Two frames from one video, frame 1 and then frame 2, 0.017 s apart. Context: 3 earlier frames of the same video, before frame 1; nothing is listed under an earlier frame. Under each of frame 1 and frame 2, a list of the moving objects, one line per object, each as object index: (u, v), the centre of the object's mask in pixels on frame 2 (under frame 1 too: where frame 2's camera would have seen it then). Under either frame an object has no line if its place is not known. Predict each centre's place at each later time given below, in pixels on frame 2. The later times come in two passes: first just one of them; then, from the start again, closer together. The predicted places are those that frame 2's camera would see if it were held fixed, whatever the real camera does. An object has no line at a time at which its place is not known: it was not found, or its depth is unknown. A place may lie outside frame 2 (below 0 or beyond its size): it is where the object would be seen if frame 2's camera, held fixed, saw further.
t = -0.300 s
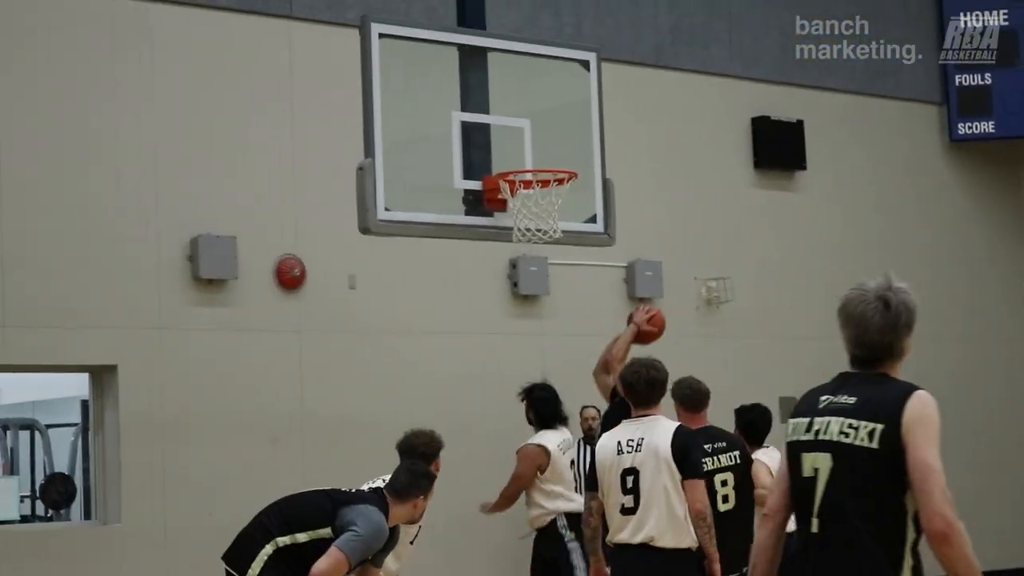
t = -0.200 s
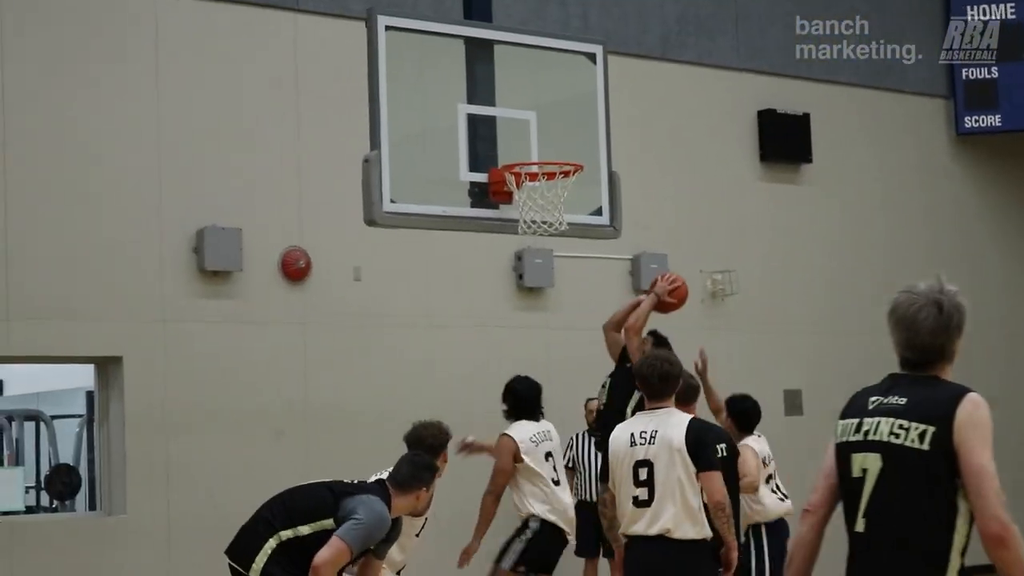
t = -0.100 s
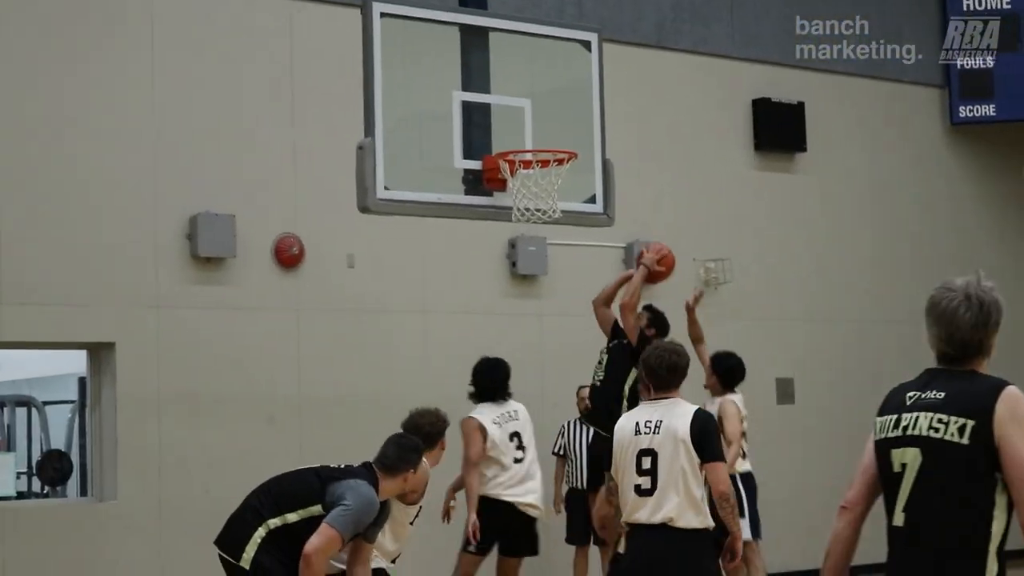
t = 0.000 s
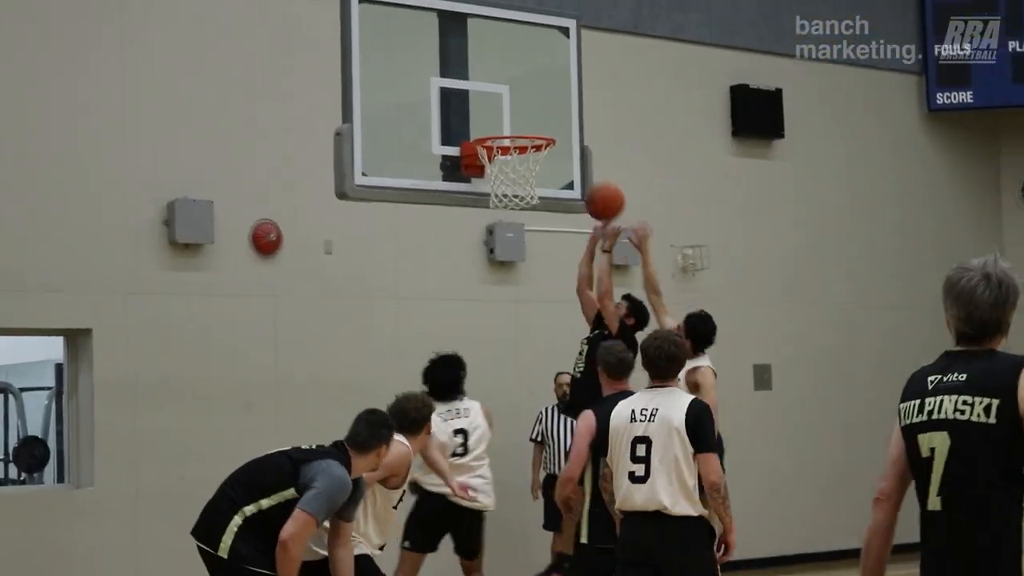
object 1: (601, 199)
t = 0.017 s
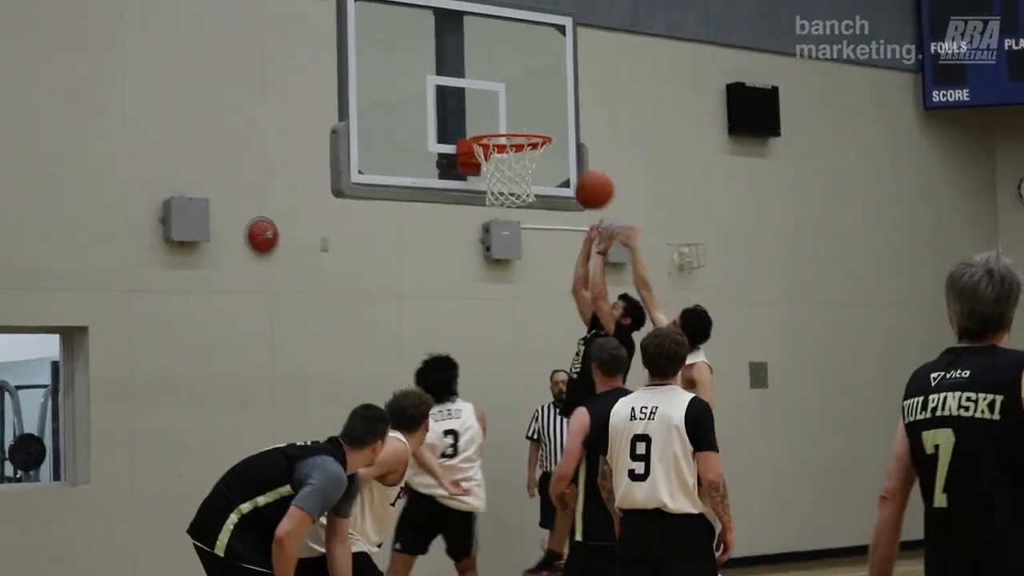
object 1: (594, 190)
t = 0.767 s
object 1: (523, 232)
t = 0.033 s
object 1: (587, 181)
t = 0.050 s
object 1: (580, 172)
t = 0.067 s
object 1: (573, 164)
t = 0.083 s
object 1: (566, 156)
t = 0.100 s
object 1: (560, 149)
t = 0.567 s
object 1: (510, 146)
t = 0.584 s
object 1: (511, 155)
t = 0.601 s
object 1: (512, 159)
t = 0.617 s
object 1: (515, 165)
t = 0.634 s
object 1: (515, 172)
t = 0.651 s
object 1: (516, 179)
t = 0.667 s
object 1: (518, 186)
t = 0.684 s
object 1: (518, 192)
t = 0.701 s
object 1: (519, 205)
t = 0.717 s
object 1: (520, 209)
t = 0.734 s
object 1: (521, 215)
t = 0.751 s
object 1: (522, 223)
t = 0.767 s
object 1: (523, 232)
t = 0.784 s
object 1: (525, 243)
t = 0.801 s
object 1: (525, 252)
